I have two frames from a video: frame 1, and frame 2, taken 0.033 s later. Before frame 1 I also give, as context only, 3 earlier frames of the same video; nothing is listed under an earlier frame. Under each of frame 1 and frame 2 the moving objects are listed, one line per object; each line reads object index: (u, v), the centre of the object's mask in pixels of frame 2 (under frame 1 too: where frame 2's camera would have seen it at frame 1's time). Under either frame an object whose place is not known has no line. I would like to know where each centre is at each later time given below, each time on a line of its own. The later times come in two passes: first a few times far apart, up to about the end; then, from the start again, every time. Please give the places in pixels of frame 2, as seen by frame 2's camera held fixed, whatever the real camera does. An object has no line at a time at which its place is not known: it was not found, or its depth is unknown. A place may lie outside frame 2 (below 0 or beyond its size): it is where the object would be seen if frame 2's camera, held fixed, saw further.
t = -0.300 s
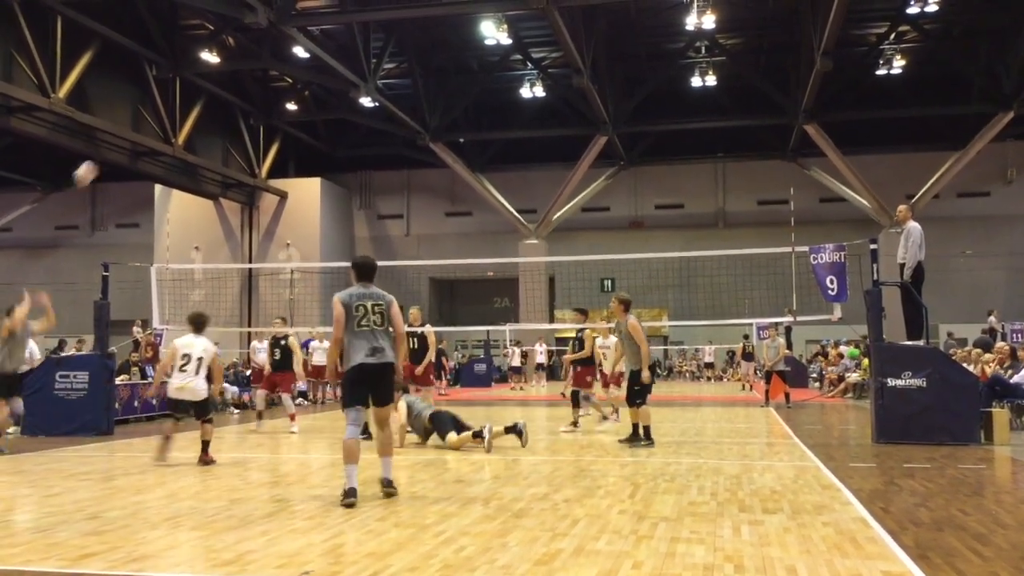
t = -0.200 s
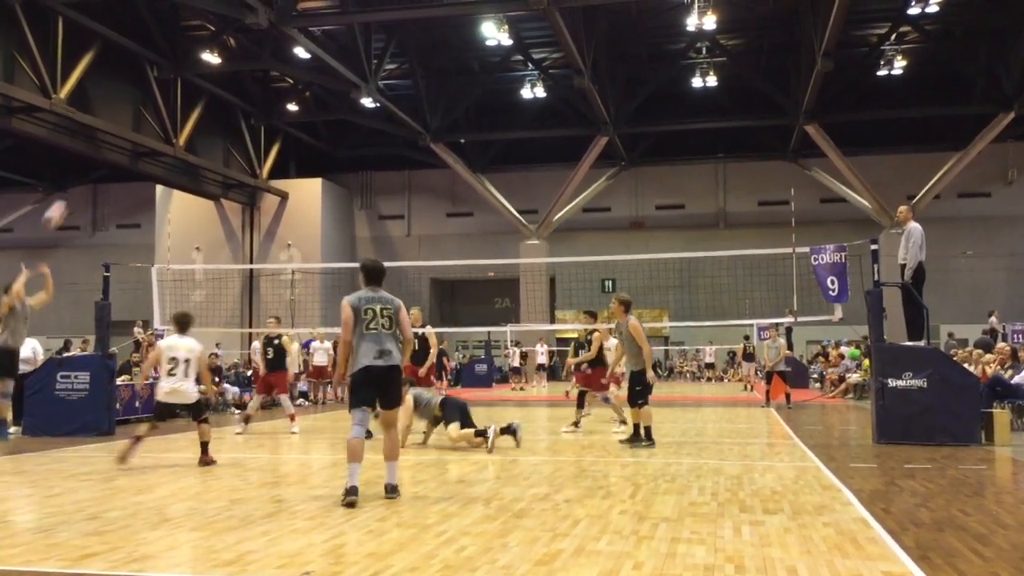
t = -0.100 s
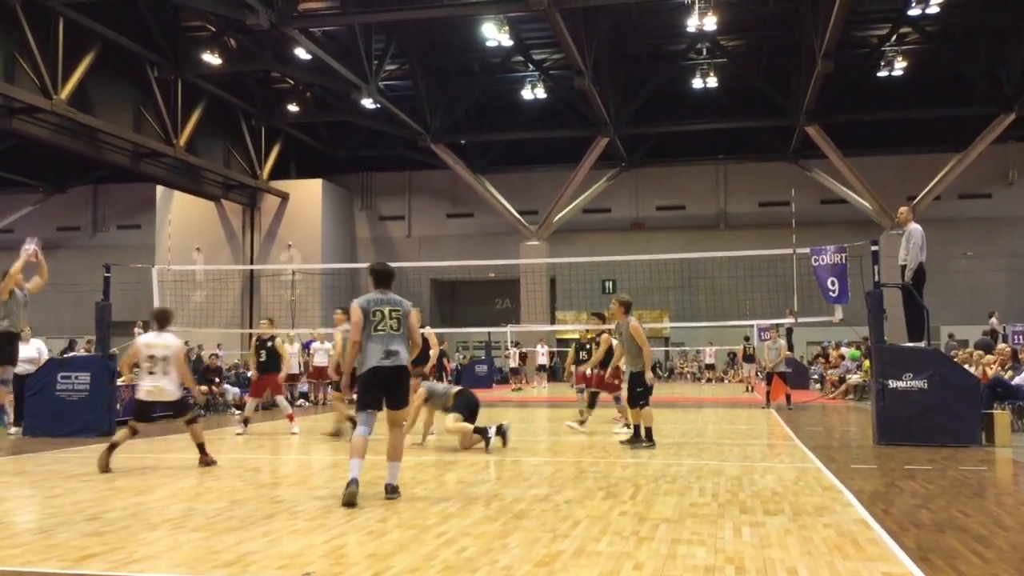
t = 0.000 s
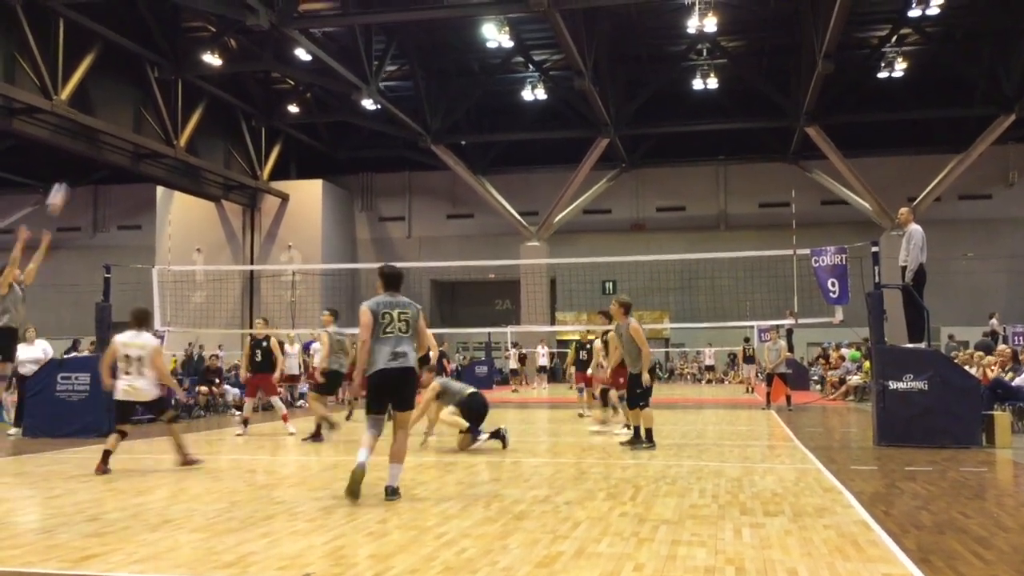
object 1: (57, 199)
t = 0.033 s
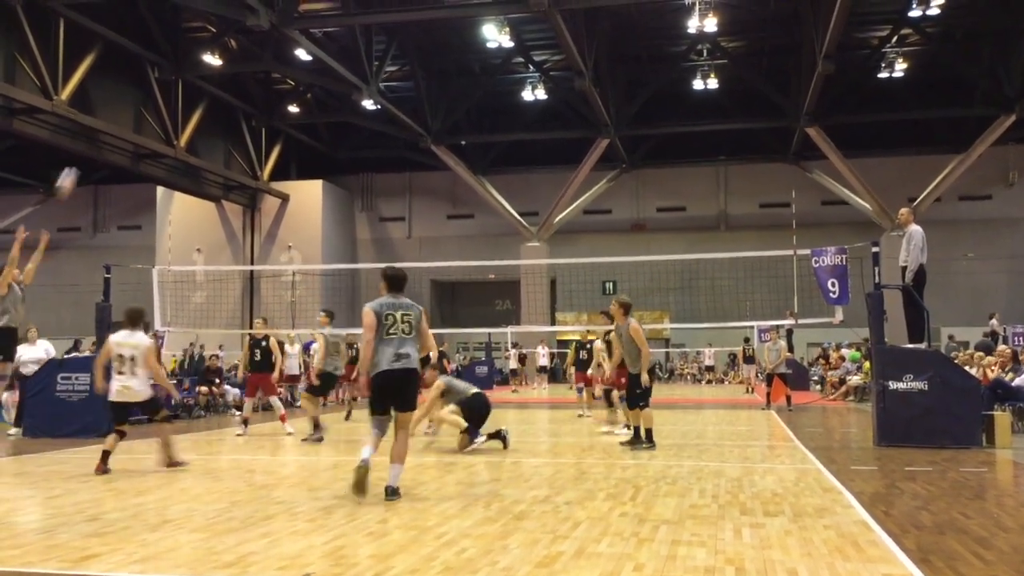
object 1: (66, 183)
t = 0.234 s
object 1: (122, 101)
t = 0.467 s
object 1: (186, 49)
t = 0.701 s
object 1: (248, 40)
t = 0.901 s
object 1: (302, 69)
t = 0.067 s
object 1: (76, 166)
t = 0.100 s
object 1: (85, 151)
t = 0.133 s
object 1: (94, 137)
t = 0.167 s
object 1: (104, 124)
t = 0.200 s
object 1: (113, 112)
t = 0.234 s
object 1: (122, 101)
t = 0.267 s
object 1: (132, 91)
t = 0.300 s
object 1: (140, 82)
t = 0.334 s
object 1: (150, 74)
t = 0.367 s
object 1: (159, 66)
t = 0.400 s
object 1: (168, 59)
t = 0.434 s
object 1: (177, 53)
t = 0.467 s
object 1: (186, 49)
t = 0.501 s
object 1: (194, 45)
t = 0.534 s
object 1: (203, 42)
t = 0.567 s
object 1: (212, 40)
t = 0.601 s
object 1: (221, 38)
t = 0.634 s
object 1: (230, 38)
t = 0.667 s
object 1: (239, 38)
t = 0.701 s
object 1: (248, 40)
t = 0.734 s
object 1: (257, 42)
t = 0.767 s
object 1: (266, 45)
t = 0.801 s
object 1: (275, 50)
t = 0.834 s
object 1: (283, 55)
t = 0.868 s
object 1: (291, 63)
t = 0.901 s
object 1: (302, 69)
